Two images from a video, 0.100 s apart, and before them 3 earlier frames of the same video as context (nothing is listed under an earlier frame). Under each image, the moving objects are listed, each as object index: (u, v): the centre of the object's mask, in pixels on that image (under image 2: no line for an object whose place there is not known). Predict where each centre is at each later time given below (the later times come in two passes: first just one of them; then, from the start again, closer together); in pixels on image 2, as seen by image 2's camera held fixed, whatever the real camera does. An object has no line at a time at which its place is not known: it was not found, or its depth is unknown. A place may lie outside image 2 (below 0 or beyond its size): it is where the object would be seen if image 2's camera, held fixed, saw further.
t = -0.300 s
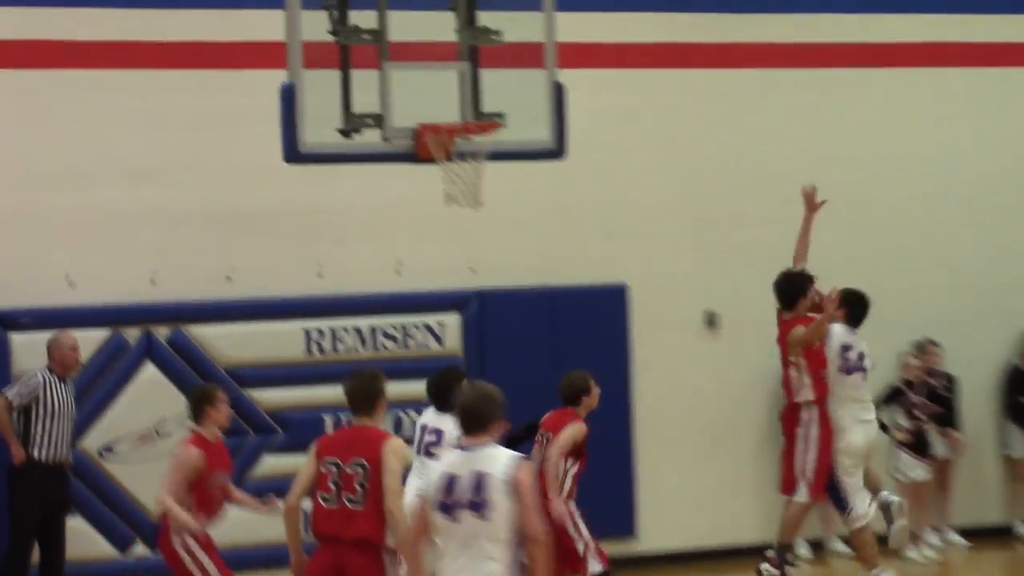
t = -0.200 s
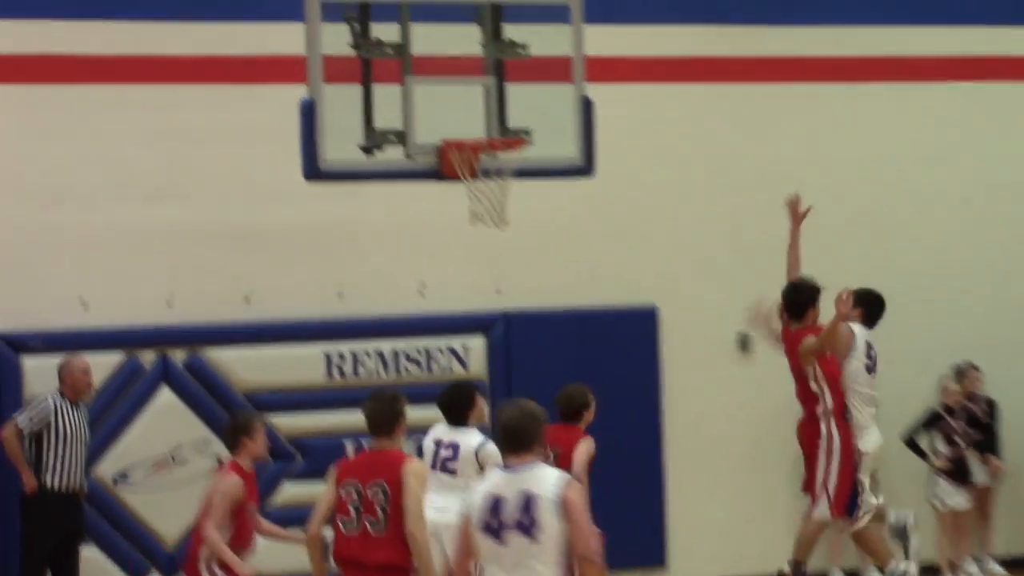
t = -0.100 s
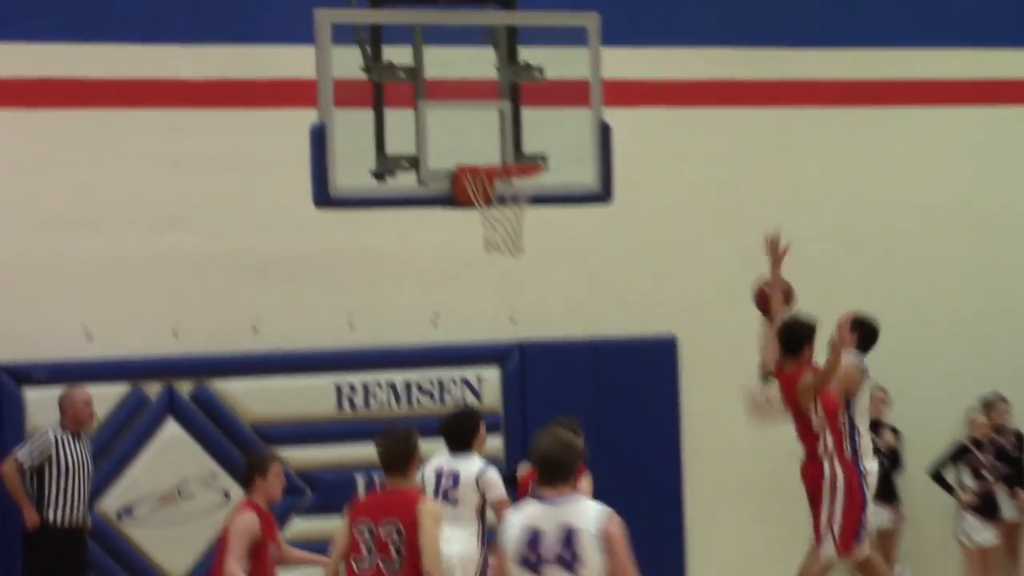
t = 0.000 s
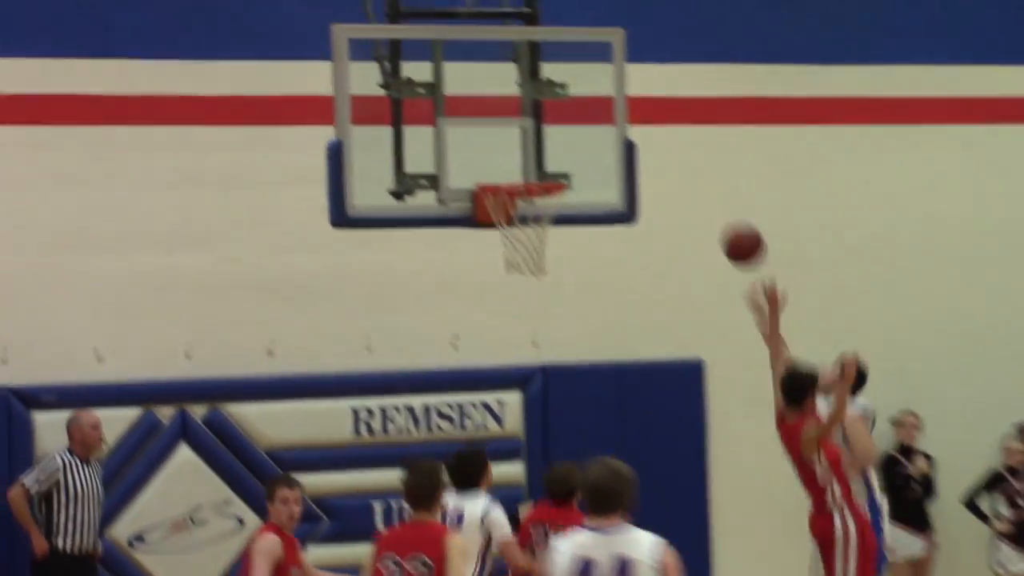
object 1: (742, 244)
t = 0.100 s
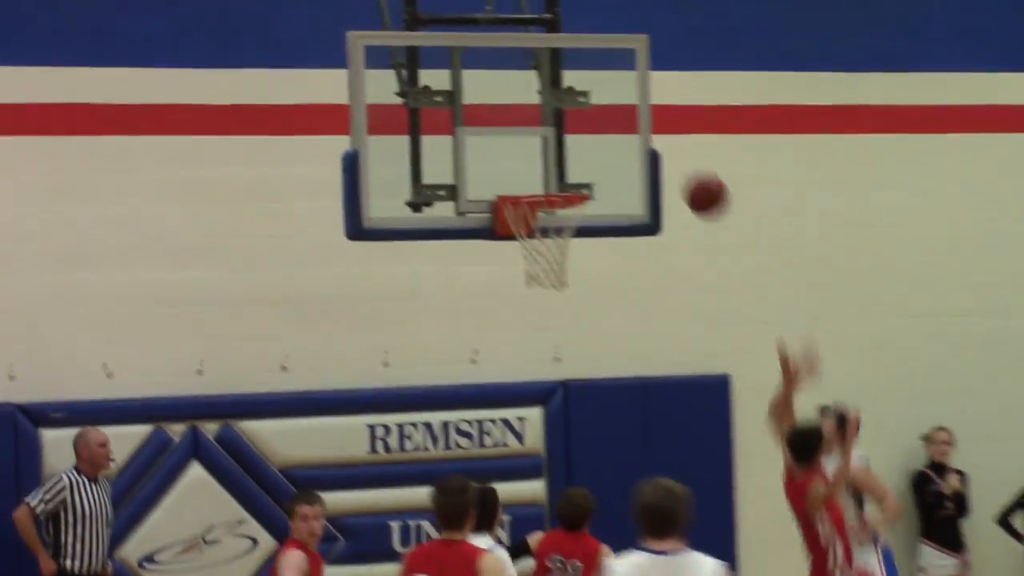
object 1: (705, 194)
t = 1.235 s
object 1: (557, 189)
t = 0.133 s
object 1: (685, 177)
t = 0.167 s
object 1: (662, 162)
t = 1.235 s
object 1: (557, 189)
